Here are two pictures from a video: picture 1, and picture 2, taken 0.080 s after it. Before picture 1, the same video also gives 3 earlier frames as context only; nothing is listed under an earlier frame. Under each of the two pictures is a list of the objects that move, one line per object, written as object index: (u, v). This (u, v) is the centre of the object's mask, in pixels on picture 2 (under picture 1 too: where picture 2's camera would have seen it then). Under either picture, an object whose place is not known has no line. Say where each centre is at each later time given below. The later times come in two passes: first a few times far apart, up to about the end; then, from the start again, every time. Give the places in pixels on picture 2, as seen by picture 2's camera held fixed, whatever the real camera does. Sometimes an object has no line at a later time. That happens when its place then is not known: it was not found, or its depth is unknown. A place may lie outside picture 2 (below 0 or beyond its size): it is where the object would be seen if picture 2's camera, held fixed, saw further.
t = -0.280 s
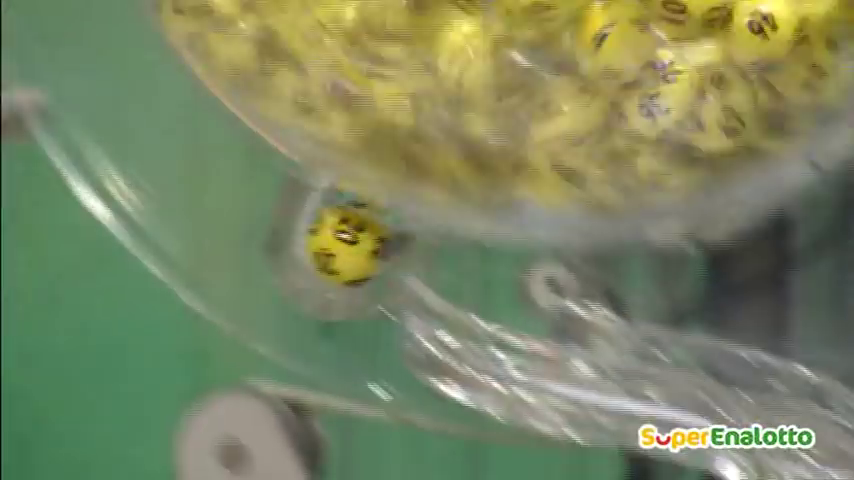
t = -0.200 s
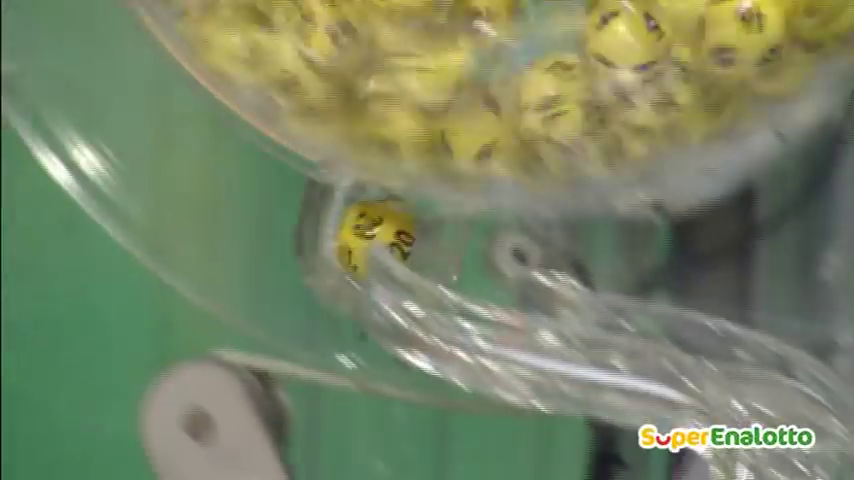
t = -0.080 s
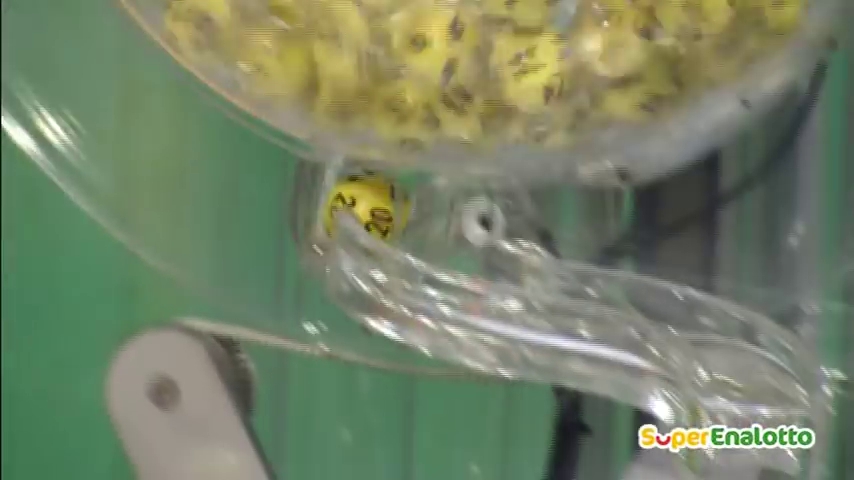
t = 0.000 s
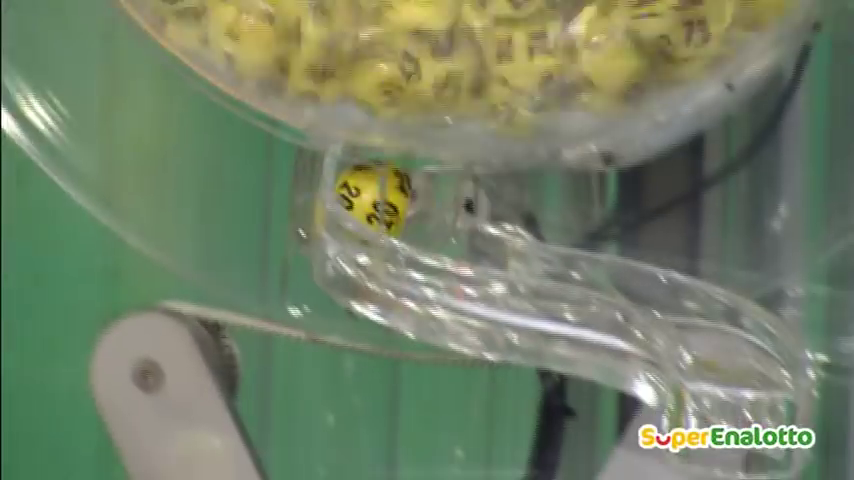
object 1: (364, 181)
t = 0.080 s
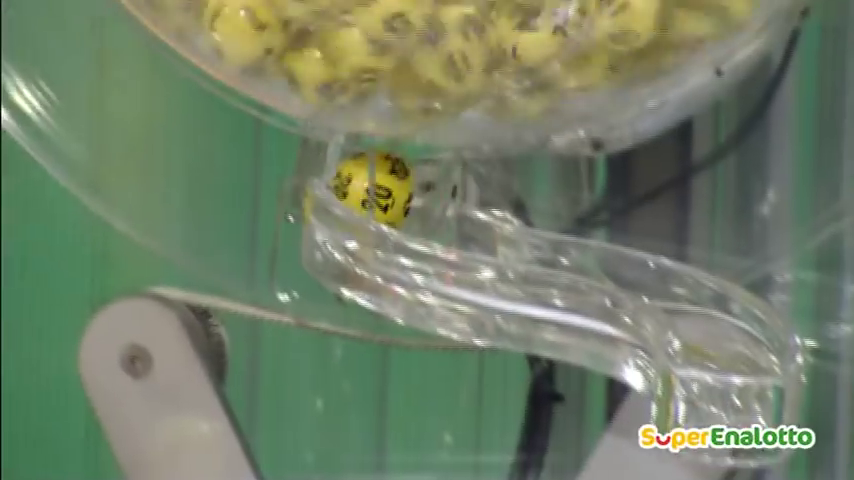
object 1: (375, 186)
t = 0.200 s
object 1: (399, 193)
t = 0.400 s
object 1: (423, 205)
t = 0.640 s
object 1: (428, 240)
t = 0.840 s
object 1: (557, 271)
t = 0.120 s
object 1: (385, 188)
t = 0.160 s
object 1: (393, 190)
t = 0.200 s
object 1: (399, 193)
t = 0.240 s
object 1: (407, 195)
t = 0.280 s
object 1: (415, 198)
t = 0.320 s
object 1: (420, 201)
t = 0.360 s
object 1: (422, 203)
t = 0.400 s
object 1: (423, 205)
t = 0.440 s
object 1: (416, 207)
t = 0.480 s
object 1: (406, 218)
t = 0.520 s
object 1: (399, 221)
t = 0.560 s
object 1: (399, 224)
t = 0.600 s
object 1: (412, 231)
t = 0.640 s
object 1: (428, 240)
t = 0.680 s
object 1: (443, 246)
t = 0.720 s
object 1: (465, 253)
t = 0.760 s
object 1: (492, 259)
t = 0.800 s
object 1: (523, 265)
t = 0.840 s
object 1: (557, 271)
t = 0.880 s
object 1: (592, 277)
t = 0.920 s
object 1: (622, 285)
